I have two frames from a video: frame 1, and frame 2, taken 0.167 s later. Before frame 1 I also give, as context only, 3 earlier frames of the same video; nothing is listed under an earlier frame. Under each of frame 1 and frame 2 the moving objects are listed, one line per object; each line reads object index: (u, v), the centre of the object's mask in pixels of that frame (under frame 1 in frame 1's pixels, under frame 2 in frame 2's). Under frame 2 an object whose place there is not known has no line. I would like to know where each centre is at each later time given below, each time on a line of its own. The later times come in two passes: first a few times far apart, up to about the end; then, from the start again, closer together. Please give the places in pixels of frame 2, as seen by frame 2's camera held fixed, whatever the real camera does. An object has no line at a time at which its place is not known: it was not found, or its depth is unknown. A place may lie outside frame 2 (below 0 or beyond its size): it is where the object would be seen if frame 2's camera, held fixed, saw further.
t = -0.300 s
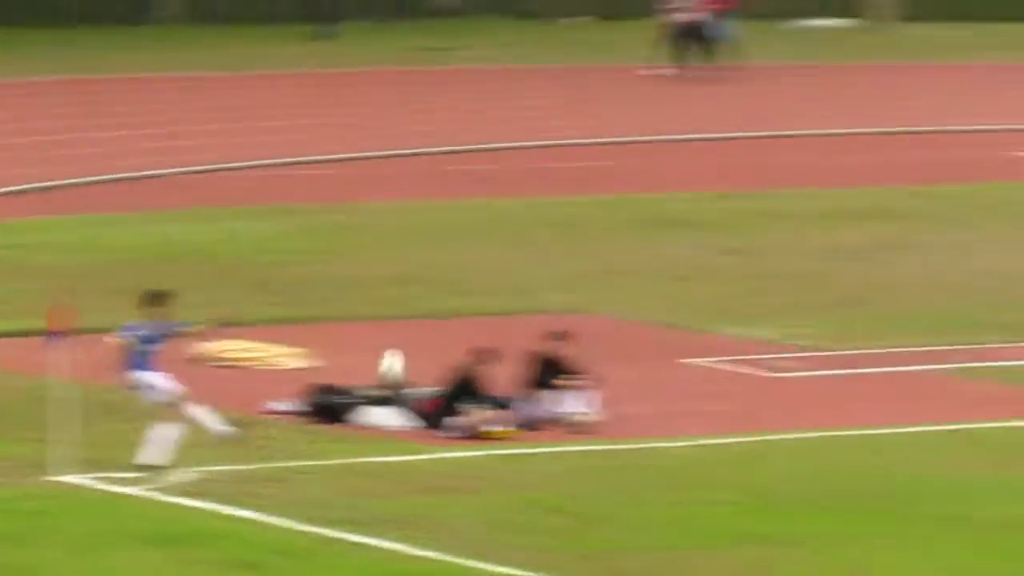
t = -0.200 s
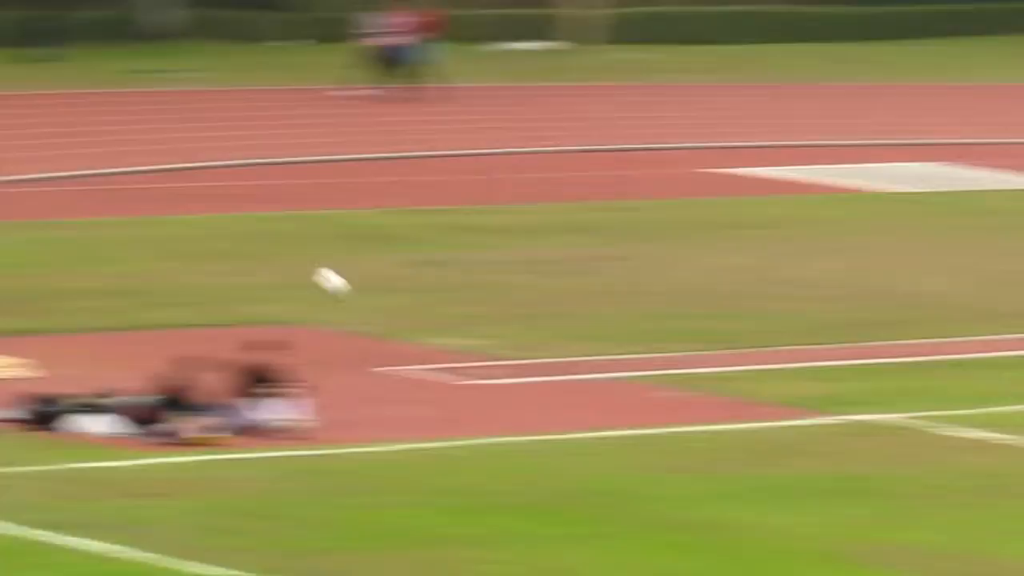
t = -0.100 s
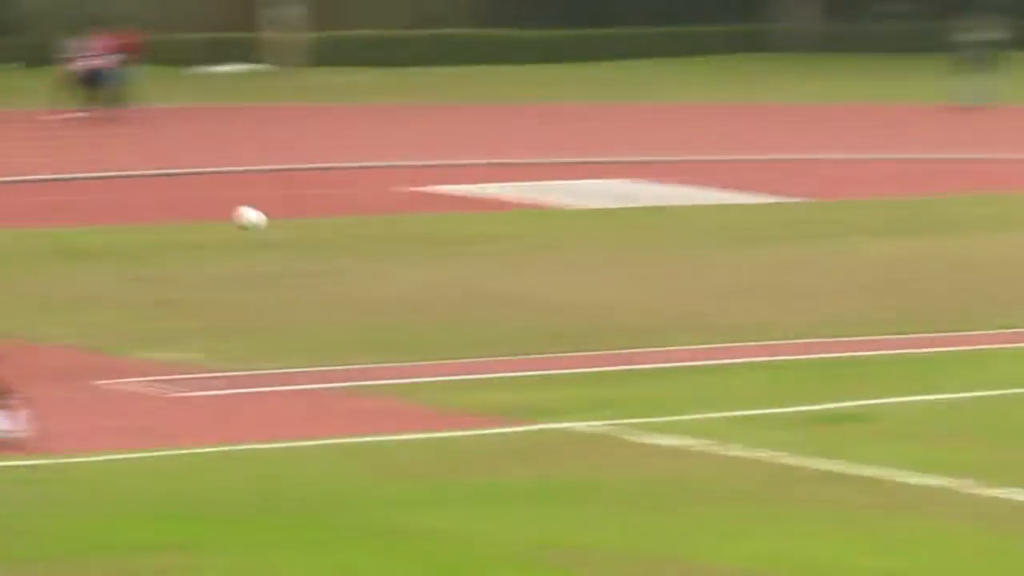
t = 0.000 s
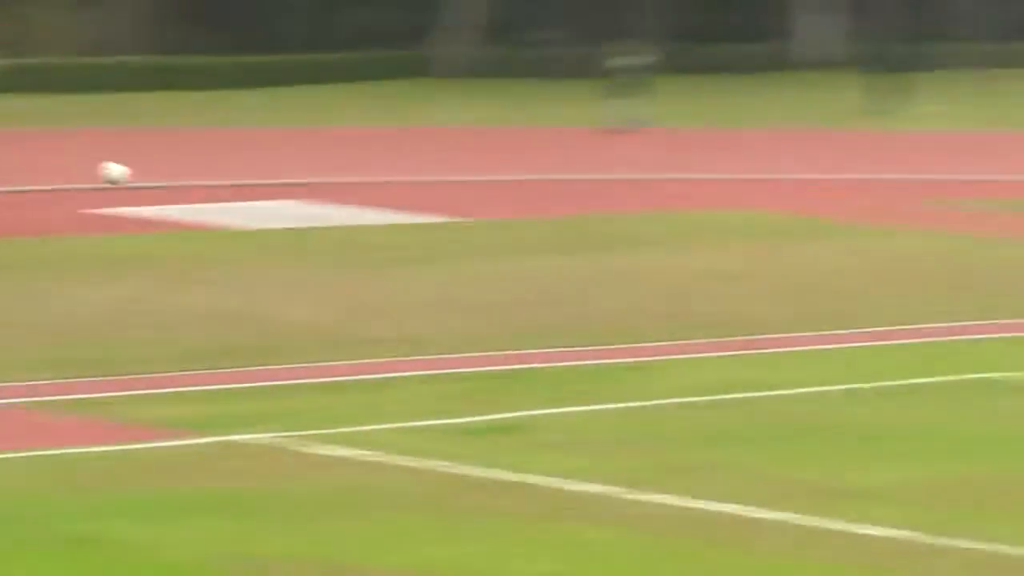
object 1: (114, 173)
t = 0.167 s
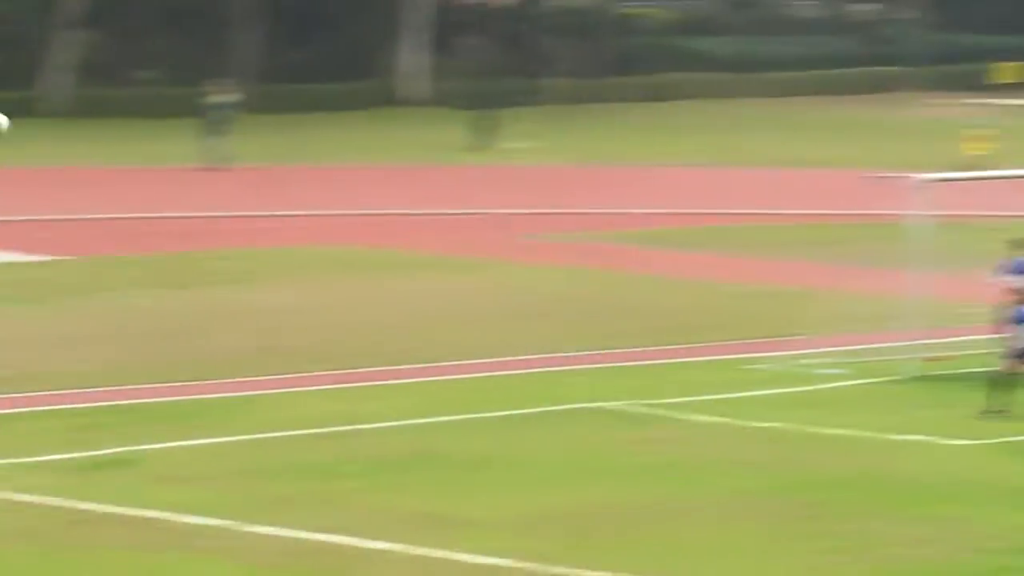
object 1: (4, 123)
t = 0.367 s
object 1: (282, 50)
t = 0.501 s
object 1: (449, 18)
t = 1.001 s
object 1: (998, 16)
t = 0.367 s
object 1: (282, 50)
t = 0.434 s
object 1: (367, 33)
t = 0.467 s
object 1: (408, 24)
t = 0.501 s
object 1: (449, 18)
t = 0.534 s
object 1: (490, 13)
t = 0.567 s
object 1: (528, 7)
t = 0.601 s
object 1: (568, 1)
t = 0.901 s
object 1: (897, 3)
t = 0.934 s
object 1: (931, 6)
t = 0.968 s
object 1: (965, 11)
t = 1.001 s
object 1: (998, 16)
